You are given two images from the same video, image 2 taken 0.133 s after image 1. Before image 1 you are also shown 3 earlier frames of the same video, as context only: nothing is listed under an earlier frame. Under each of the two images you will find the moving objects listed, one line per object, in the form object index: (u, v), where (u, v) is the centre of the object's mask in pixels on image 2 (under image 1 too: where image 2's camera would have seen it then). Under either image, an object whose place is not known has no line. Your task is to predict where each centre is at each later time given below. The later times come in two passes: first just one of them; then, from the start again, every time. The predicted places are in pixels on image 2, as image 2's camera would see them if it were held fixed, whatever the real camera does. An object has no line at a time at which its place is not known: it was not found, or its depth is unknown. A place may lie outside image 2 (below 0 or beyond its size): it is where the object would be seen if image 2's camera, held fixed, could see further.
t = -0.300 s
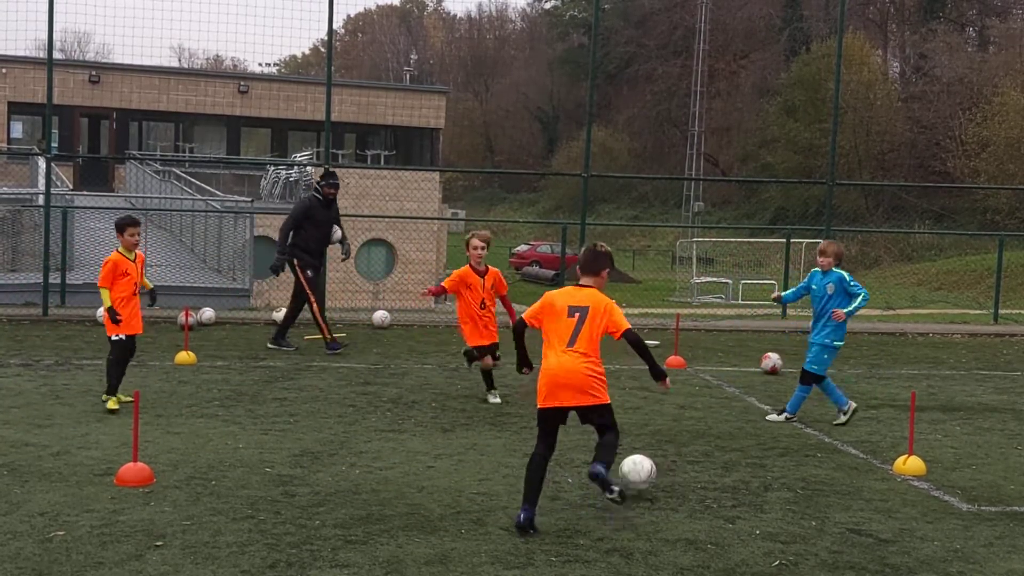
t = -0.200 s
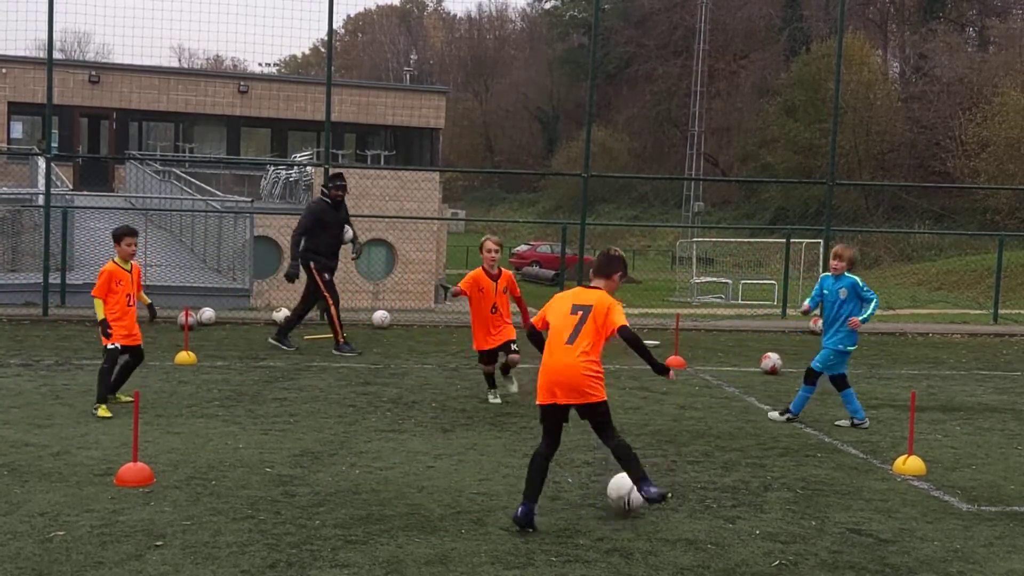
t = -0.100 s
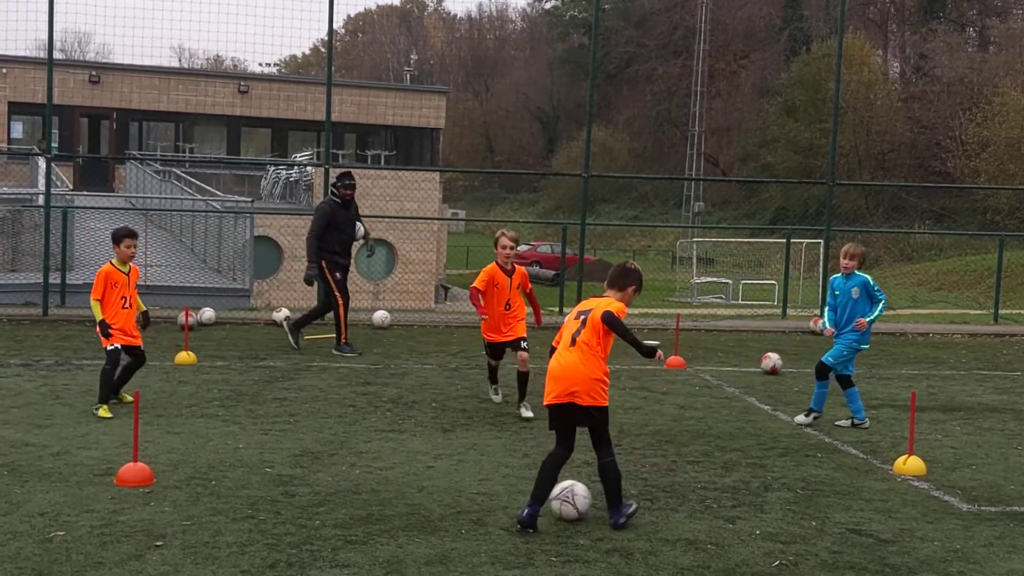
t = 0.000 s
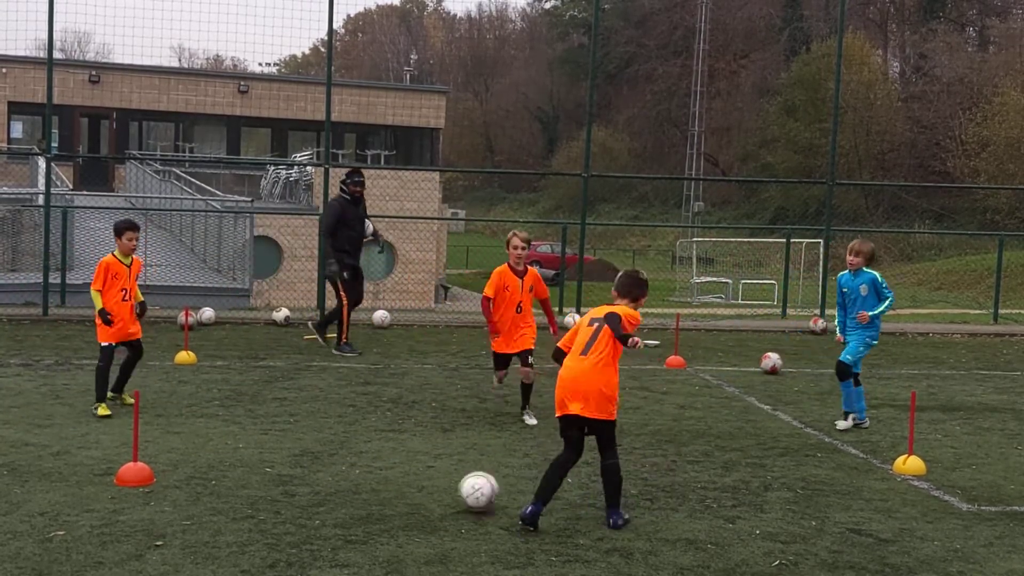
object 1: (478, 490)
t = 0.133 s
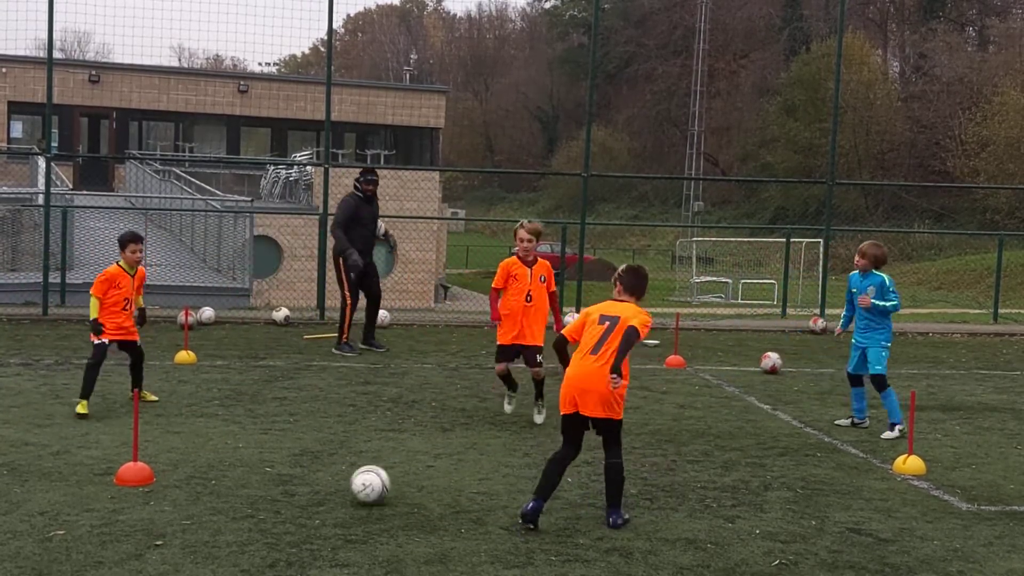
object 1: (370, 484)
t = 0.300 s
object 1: (249, 478)
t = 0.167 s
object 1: (345, 483)
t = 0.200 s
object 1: (321, 483)
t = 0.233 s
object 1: (297, 481)
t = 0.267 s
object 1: (273, 480)
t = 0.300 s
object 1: (249, 478)
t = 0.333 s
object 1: (227, 477)
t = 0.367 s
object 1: (203, 476)
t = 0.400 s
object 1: (180, 474)
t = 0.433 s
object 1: (158, 474)
